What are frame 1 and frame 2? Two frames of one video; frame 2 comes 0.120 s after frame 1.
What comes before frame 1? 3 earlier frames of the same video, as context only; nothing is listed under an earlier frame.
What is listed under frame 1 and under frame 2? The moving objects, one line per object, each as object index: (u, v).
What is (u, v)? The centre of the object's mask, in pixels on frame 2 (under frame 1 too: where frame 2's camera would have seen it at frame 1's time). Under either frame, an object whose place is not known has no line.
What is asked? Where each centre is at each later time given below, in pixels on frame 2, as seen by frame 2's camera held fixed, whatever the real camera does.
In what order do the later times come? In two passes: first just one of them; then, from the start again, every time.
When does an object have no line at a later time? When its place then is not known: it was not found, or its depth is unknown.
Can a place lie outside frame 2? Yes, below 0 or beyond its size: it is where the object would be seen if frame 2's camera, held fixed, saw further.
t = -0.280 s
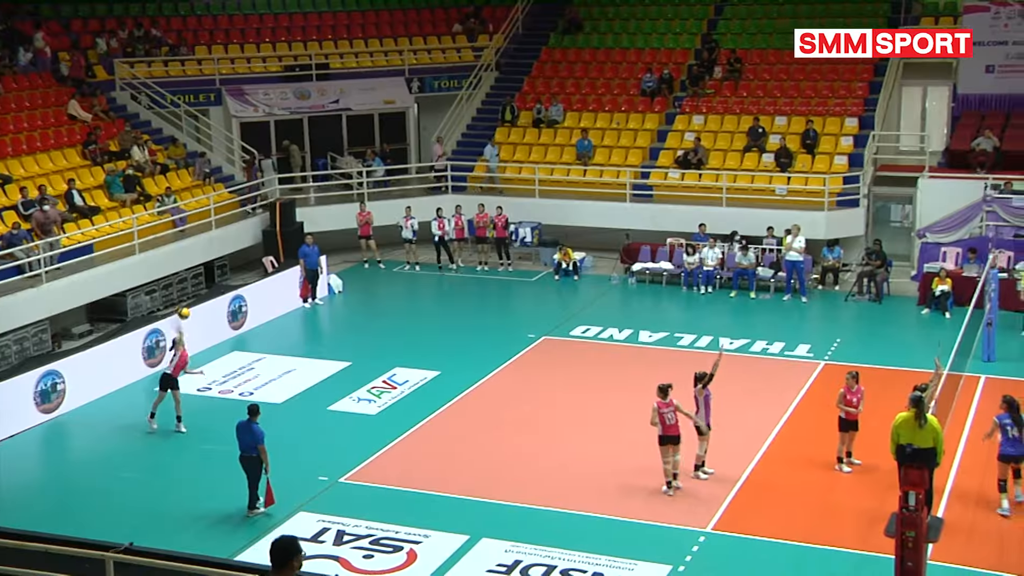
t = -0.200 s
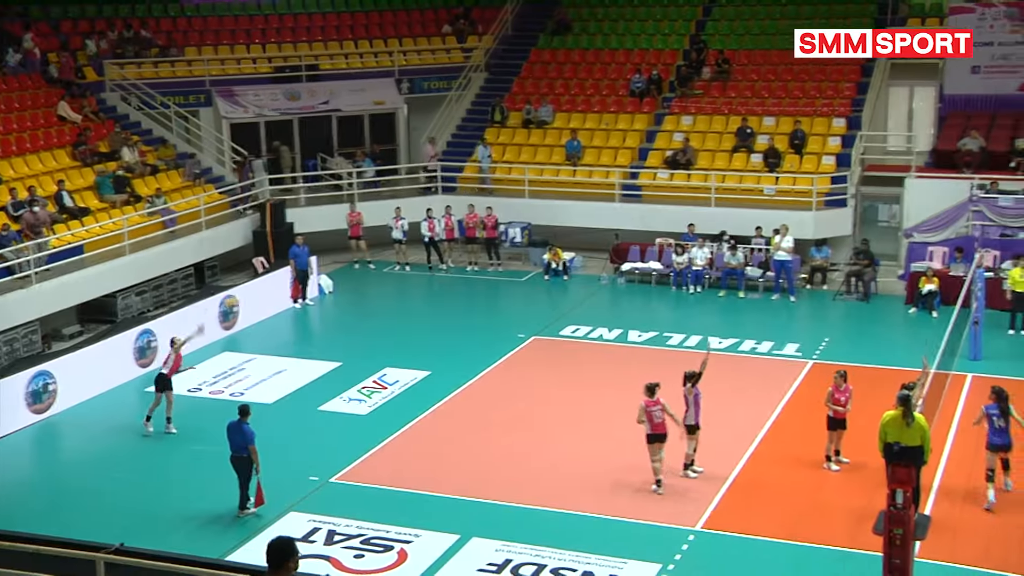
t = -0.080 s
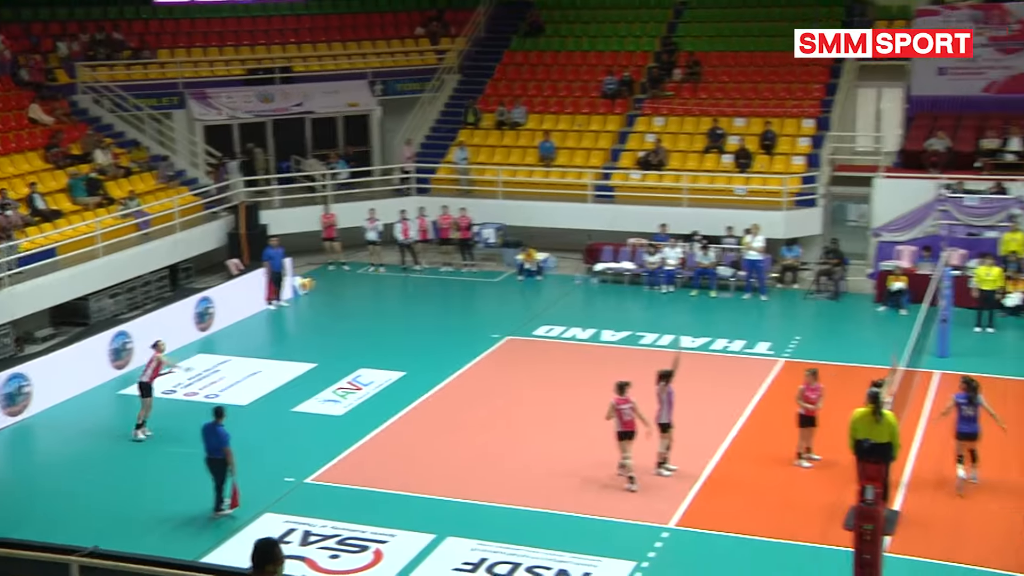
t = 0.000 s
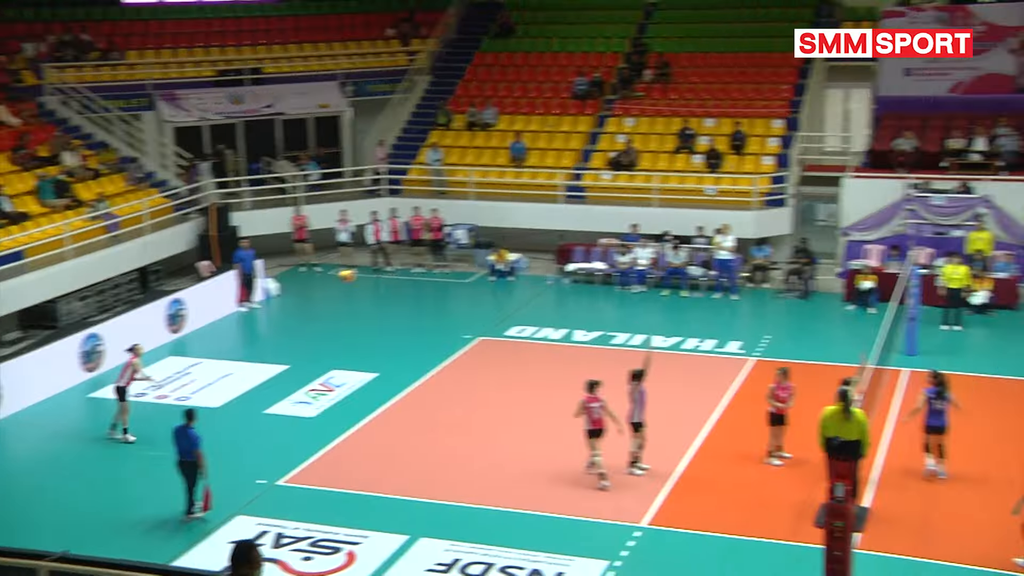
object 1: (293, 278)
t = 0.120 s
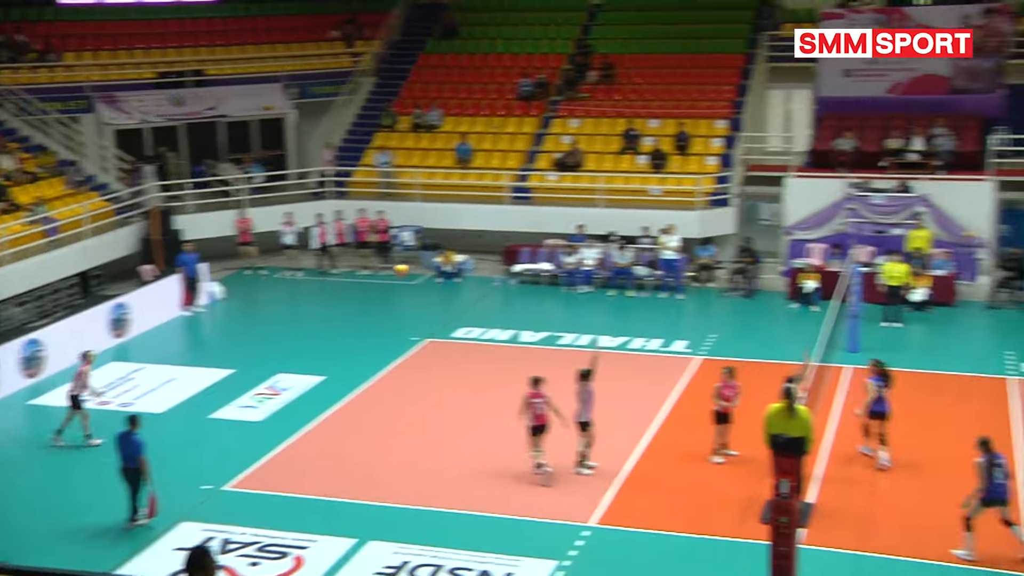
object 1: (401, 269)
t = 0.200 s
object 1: (476, 269)
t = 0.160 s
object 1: (439, 270)
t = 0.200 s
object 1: (476, 269)
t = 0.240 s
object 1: (514, 271)
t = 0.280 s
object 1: (551, 275)
